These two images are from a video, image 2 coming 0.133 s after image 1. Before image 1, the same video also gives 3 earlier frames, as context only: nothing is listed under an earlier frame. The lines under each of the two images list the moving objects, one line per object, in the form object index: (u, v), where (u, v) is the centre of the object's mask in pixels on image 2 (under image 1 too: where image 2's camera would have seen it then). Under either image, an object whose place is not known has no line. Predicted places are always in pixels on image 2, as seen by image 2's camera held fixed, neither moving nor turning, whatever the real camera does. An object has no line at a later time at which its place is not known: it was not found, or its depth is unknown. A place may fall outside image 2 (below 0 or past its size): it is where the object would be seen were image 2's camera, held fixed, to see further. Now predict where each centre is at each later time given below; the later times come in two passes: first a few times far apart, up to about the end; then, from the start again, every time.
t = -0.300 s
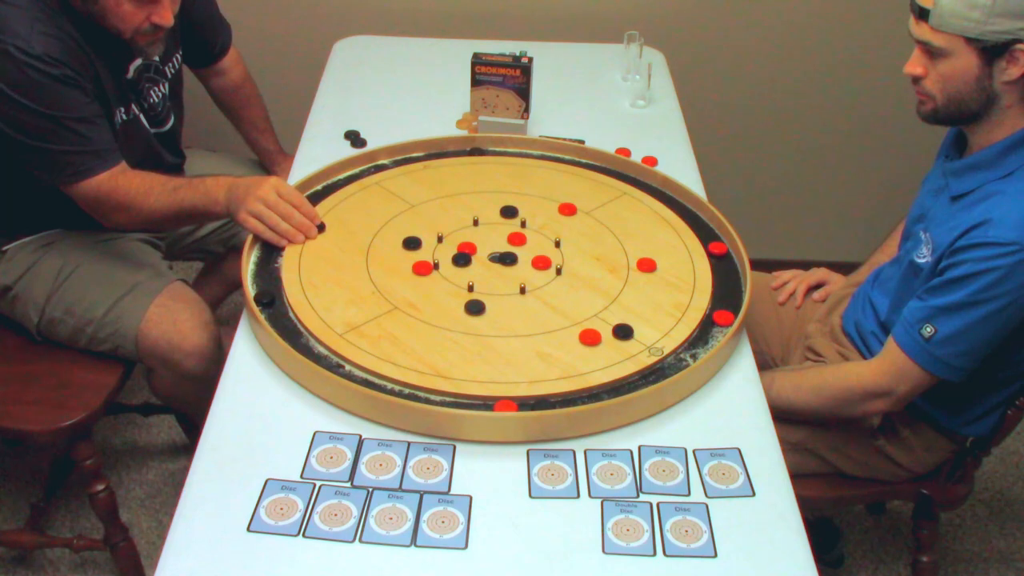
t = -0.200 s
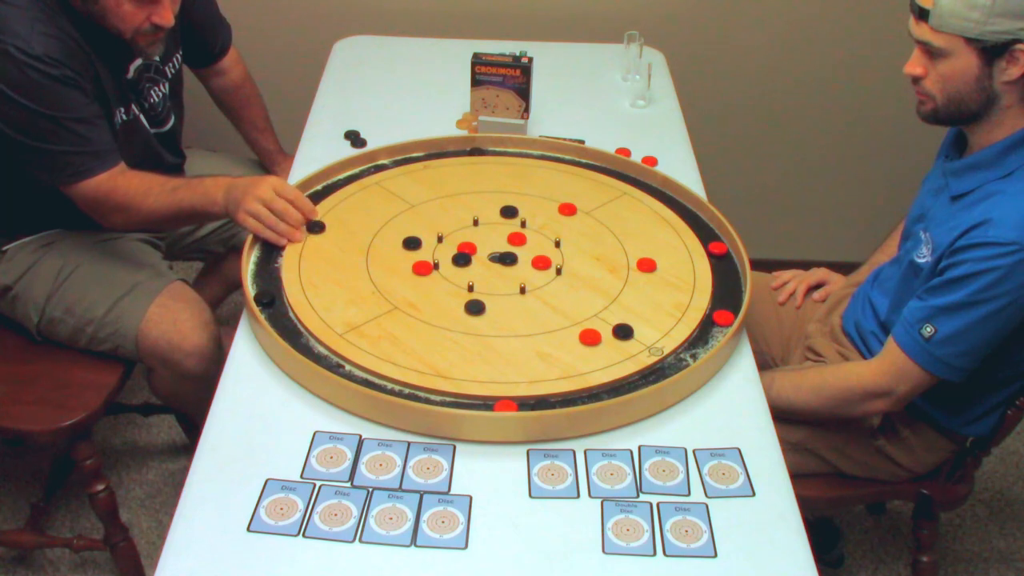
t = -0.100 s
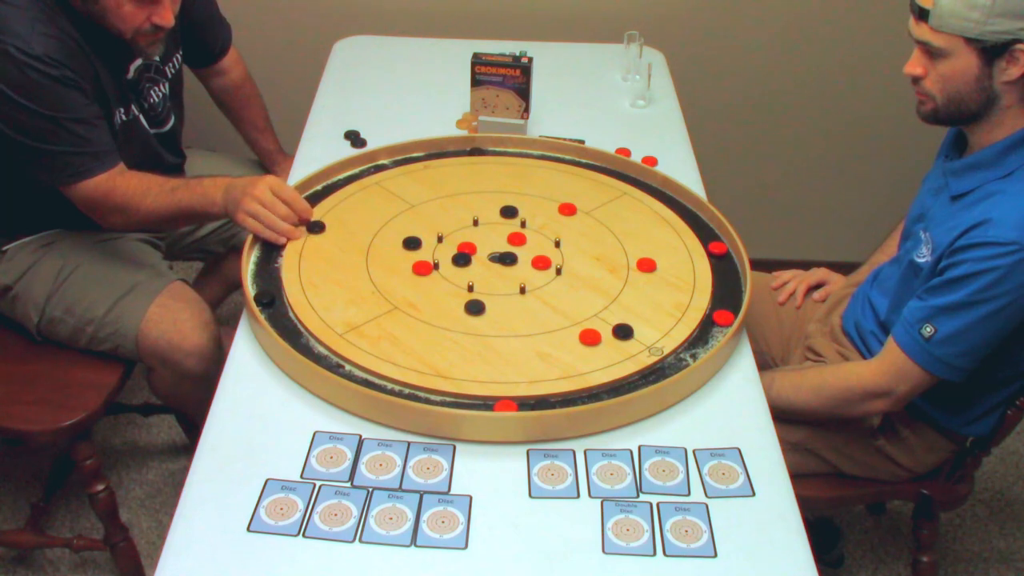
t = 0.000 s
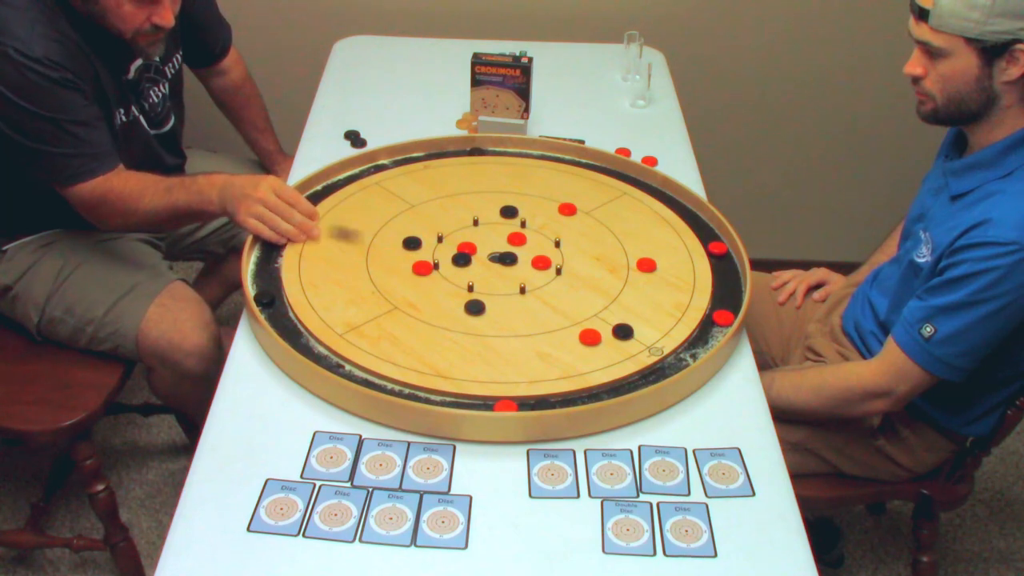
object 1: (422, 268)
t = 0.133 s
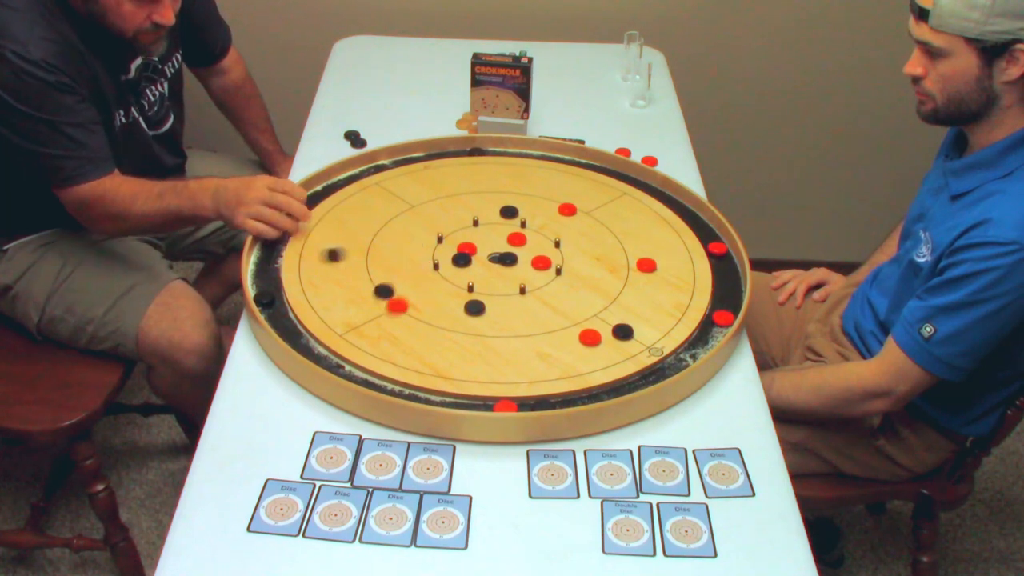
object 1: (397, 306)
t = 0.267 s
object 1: (356, 360)
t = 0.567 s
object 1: (369, 383)
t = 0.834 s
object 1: (373, 383)
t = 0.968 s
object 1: (373, 383)
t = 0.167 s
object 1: (386, 319)
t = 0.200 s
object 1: (376, 333)
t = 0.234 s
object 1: (366, 347)
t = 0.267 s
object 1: (356, 360)
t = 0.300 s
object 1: (346, 373)
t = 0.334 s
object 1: (354, 374)
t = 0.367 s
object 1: (353, 378)
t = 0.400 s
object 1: (358, 378)
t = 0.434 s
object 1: (362, 379)
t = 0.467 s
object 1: (363, 382)
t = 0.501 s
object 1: (365, 383)
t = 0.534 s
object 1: (367, 383)
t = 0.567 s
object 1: (369, 383)
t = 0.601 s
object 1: (371, 383)
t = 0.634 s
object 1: (372, 383)
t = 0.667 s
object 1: (373, 383)
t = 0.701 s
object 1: (373, 383)
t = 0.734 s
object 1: (372, 383)
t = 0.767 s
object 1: (372, 383)
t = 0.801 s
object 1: (372, 383)
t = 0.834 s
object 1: (373, 383)
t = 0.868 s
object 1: (373, 383)
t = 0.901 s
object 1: (373, 383)
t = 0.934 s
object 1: (373, 383)
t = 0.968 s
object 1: (373, 383)
